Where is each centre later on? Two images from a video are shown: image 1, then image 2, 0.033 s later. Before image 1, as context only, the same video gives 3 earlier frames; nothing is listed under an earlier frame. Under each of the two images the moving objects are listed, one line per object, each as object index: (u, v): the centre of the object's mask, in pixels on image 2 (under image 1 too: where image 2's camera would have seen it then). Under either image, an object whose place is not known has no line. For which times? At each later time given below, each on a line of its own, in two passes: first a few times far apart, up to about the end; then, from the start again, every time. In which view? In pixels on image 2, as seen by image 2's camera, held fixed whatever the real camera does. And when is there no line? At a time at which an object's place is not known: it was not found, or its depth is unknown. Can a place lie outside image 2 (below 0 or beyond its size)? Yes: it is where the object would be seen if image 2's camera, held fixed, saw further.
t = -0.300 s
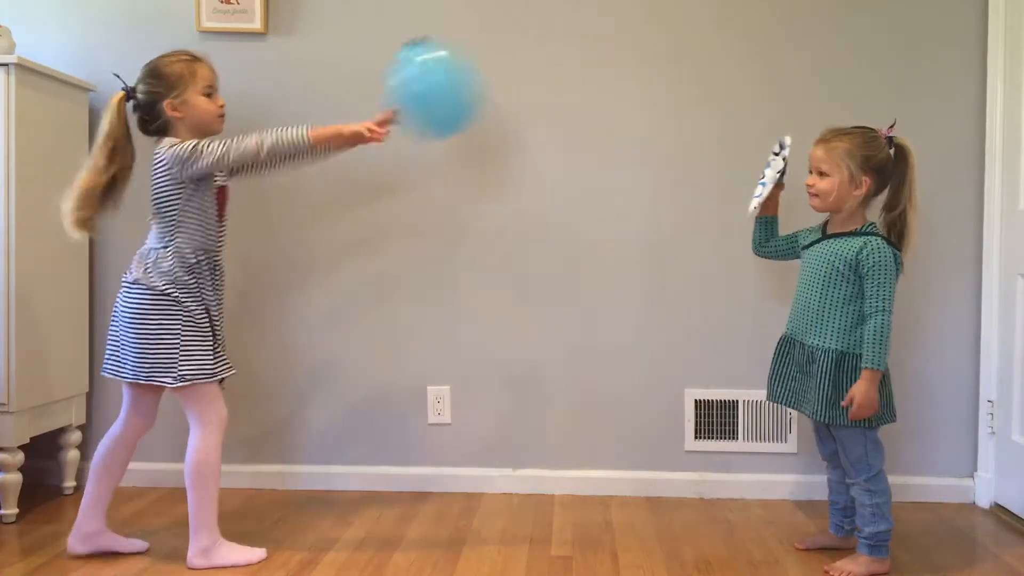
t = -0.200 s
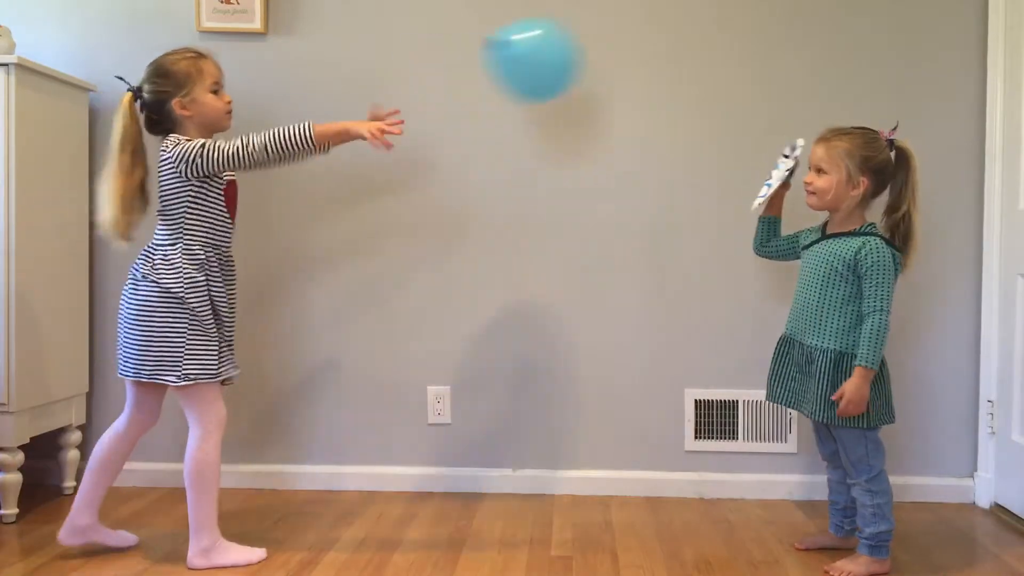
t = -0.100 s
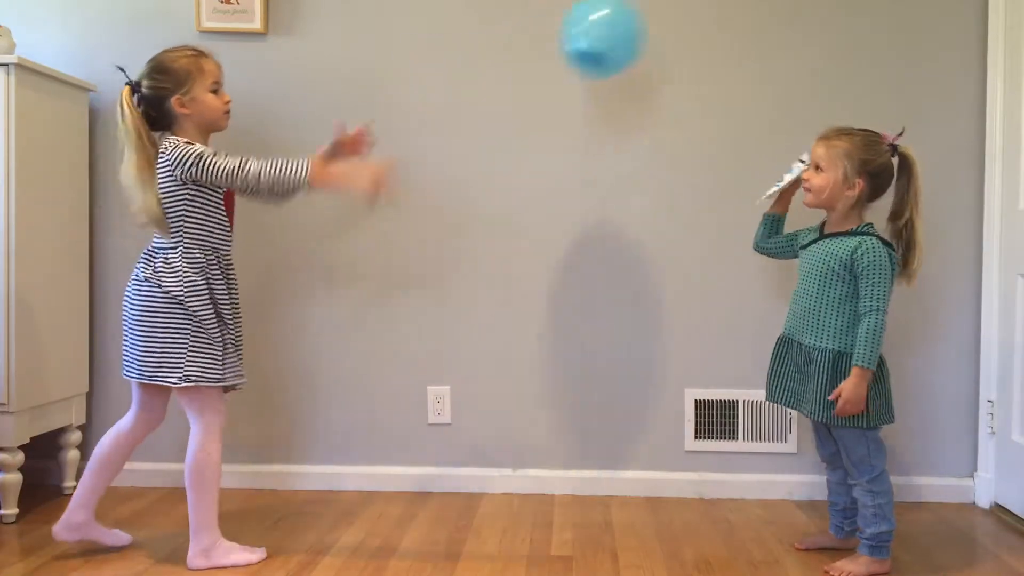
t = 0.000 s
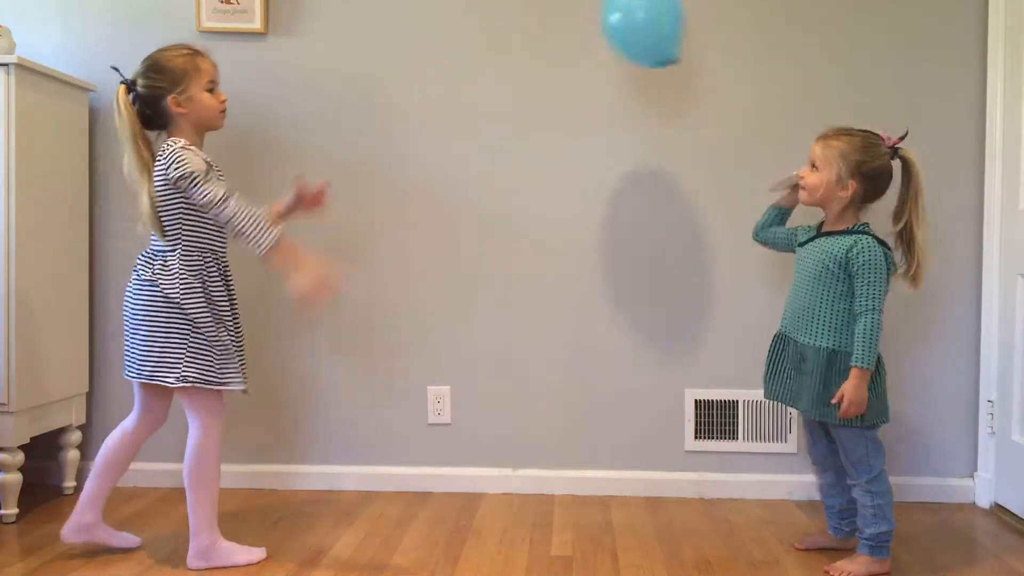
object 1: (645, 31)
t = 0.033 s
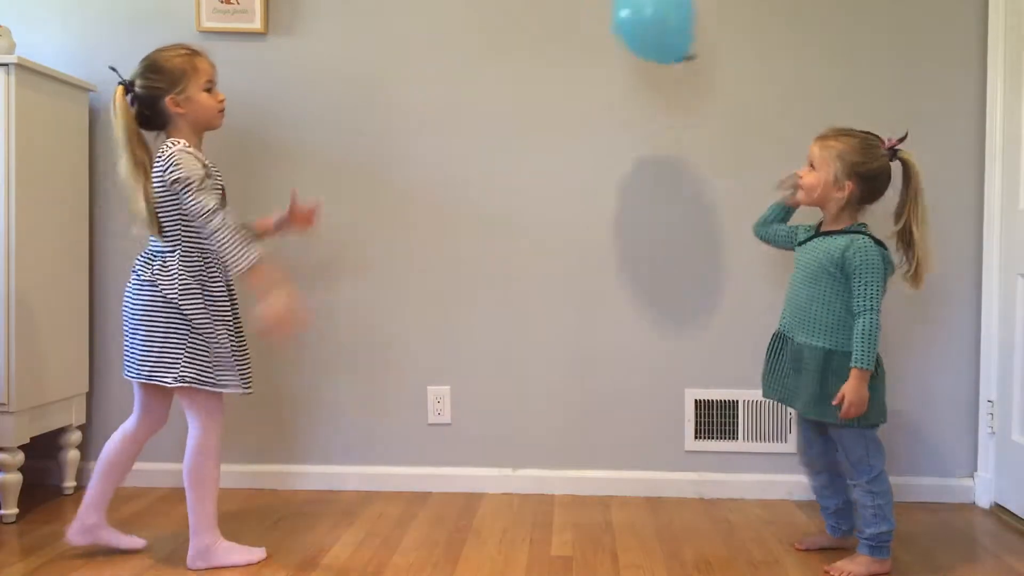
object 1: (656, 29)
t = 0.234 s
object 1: (691, 26)
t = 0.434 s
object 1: (705, 38)
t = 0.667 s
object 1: (710, 74)
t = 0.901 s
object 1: (717, 116)
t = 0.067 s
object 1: (665, 27)
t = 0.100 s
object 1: (672, 26)
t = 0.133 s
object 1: (677, 25)
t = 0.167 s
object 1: (682, 25)
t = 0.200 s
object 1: (687, 25)
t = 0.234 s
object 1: (691, 26)
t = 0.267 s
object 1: (694, 28)
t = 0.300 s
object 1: (697, 29)
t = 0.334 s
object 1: (700, 31)
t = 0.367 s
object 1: (702, 33)
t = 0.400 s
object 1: (704, 35)
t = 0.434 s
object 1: (705, 38)
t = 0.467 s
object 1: (706, 42)
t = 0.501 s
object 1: (707, 47)
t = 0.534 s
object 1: (708, 52)
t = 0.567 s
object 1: (708, 57)
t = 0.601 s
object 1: (709, 63)
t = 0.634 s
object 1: (709, 69)
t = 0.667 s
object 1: (710, 74)
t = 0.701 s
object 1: (712, 79)
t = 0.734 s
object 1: (712, 85)
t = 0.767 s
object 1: (714, 90)
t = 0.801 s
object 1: (715, 97)
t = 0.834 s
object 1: (716, 103)
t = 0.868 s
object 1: (716, 110)
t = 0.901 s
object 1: (717, 116)
